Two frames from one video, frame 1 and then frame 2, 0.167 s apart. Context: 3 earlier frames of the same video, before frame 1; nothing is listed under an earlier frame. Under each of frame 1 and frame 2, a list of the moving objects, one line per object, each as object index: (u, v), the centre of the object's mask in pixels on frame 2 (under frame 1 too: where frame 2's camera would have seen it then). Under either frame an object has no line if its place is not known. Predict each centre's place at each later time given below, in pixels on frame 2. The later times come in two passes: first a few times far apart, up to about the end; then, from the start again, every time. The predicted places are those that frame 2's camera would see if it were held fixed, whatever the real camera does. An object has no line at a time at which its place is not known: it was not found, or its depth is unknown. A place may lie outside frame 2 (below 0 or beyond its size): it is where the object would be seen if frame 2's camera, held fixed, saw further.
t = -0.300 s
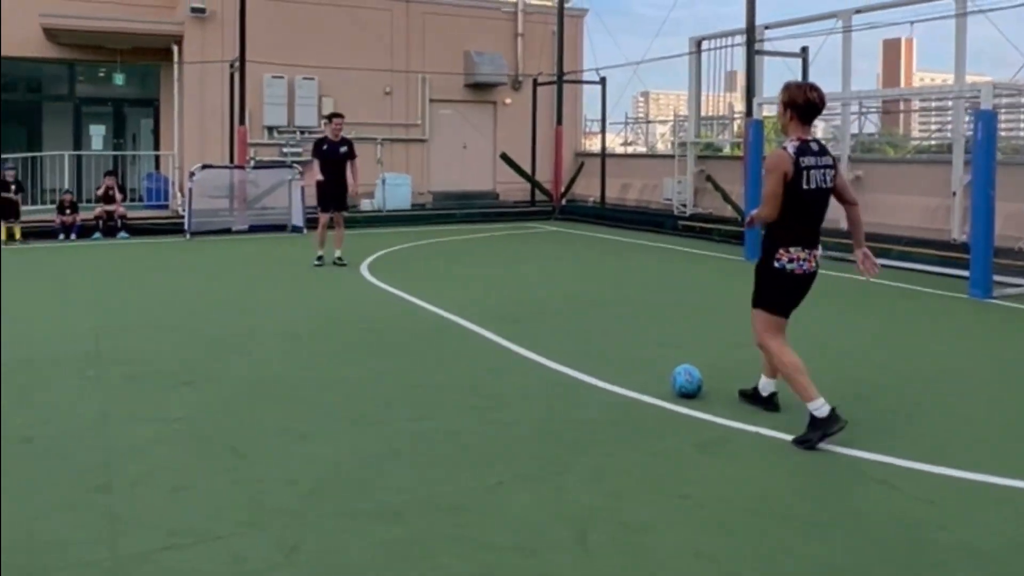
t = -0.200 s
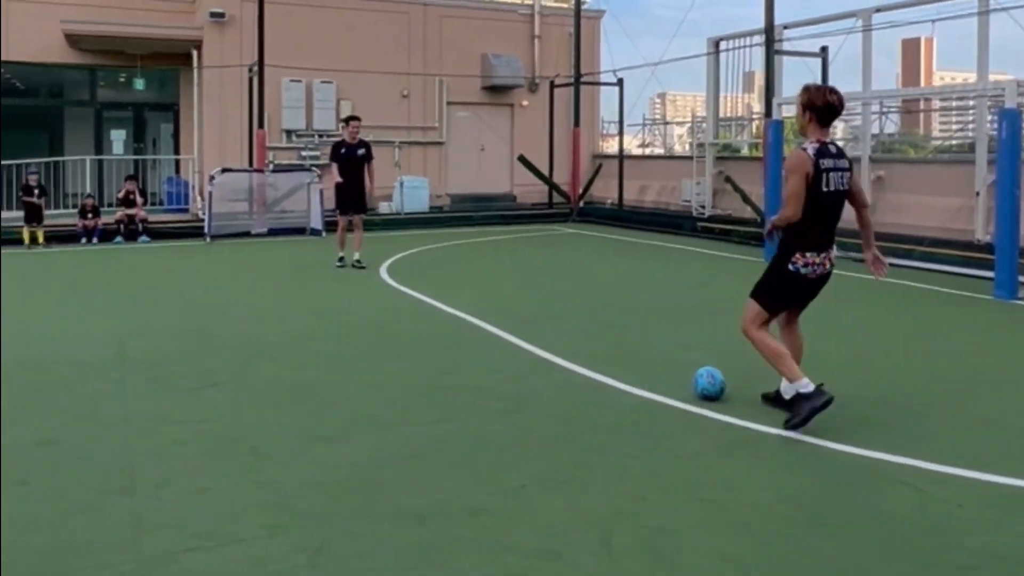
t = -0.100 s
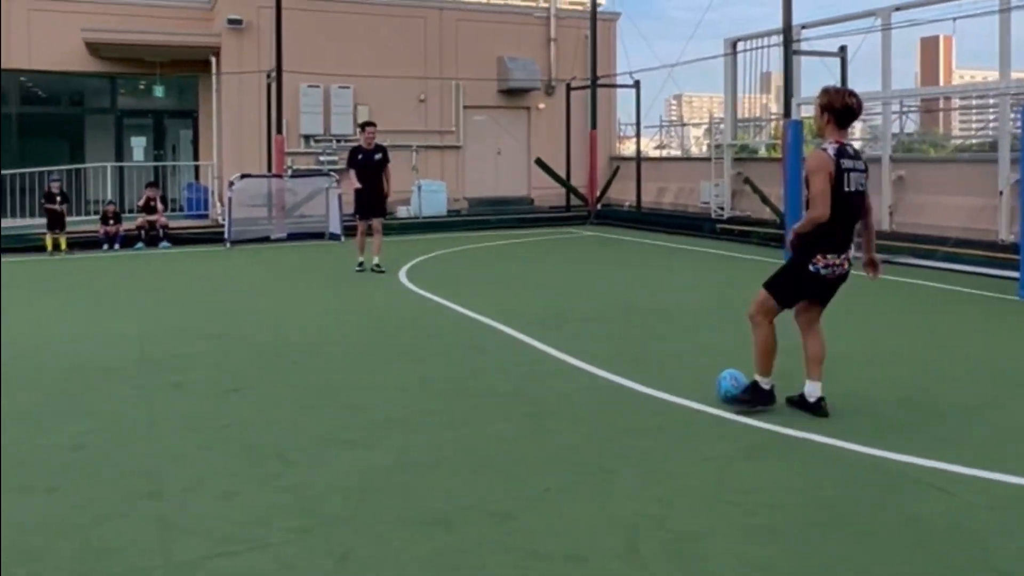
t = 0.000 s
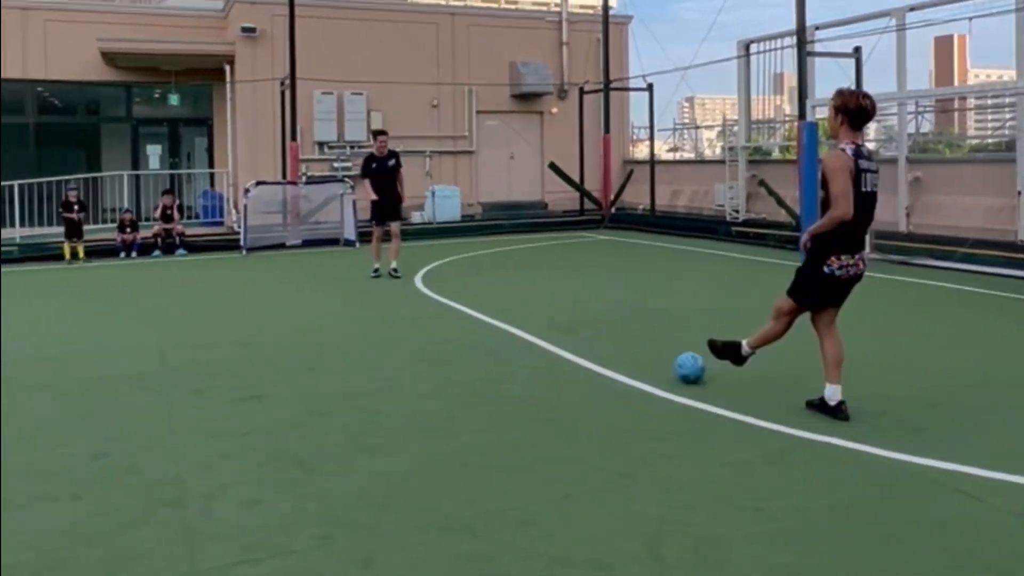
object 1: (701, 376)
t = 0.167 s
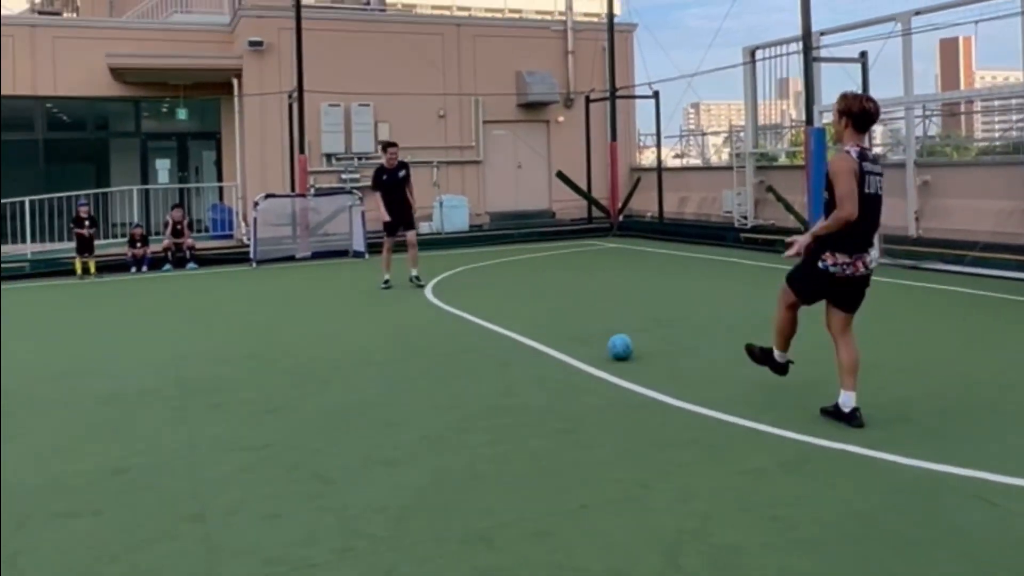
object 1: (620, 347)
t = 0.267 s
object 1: (587, 334)
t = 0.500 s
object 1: (535, 315)
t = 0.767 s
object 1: (488, 300)
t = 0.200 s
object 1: (609, 343)
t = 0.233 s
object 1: (597, 338)
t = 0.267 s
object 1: (587, 334)
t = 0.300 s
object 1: (579, 331)
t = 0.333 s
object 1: (570, 328)
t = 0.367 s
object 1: (563, 324)
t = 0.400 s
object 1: (555, 322)
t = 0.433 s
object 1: (548, 319)
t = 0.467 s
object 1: (541, 317)
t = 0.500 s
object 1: (535, 315)
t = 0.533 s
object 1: (528, 313)
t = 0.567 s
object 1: (522, 311)
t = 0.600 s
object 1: (516, 309)
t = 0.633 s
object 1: (511, 307)
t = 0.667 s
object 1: (504, 305)
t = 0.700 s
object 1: (499, 303)
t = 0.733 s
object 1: (494, 302)
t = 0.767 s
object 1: (488, 300)
